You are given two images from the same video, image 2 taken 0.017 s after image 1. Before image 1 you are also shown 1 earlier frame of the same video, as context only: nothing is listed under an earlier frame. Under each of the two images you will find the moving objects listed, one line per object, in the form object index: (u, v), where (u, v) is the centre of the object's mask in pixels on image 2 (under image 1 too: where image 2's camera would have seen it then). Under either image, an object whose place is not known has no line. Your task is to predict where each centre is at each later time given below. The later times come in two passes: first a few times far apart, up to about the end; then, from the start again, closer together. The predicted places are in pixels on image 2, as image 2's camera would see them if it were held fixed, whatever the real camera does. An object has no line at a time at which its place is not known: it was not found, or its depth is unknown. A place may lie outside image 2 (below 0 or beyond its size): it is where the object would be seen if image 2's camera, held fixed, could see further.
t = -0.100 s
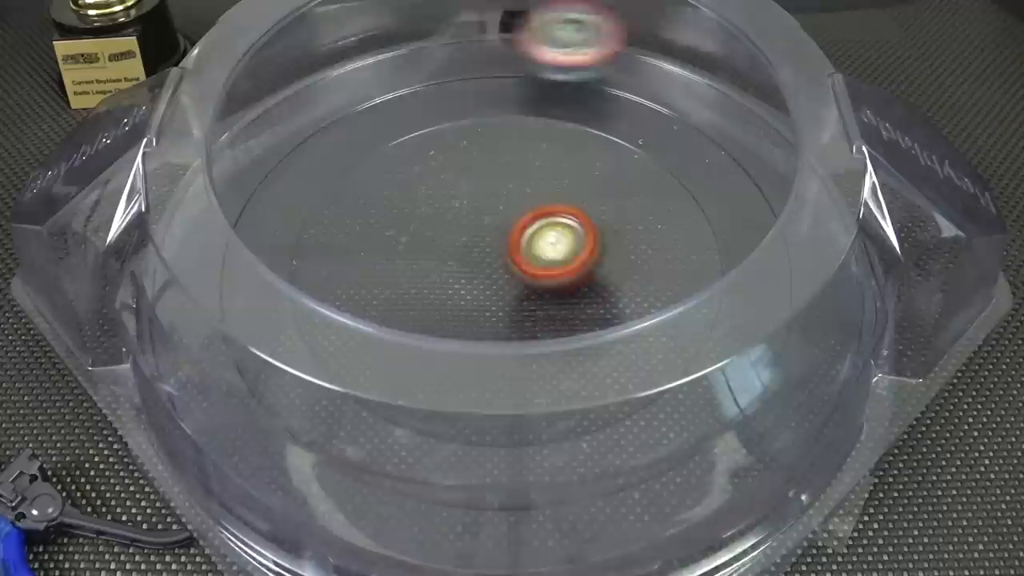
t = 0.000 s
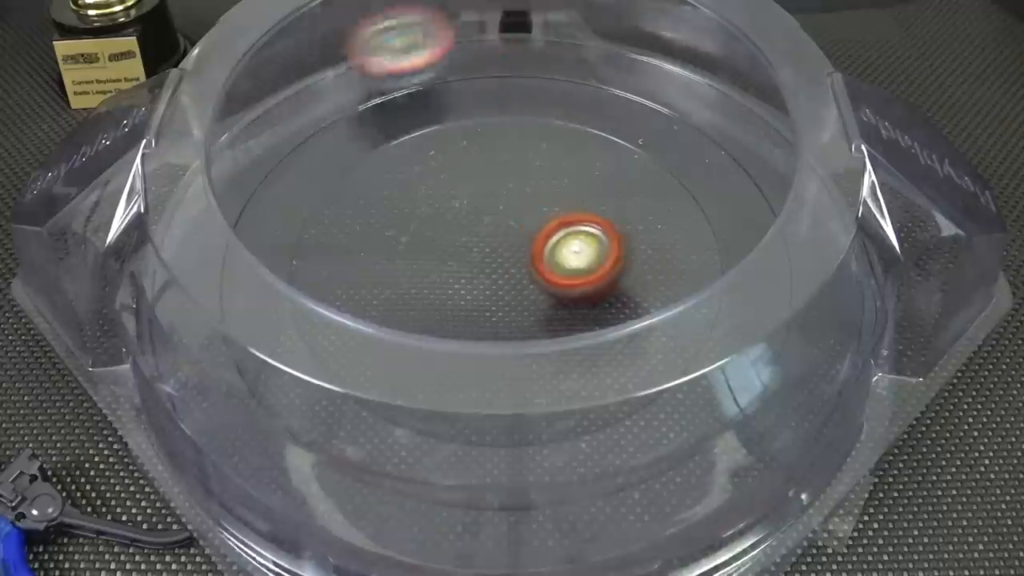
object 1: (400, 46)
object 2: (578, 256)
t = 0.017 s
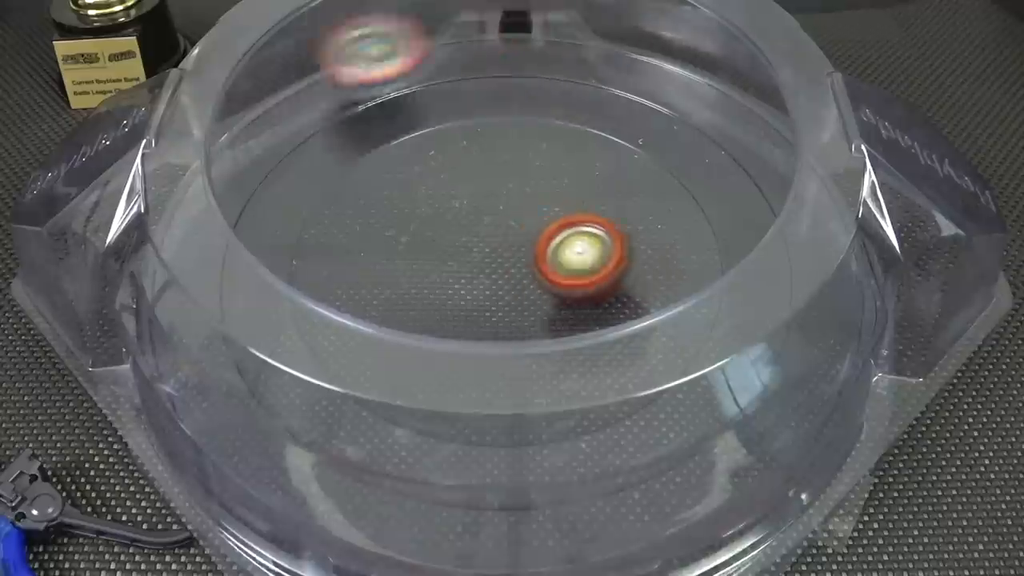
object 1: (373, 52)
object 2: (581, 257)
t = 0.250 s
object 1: (264, 394)
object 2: (584, 249)
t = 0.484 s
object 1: (807, 352)
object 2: (533, 263)
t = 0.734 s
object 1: (506, 34)
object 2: (516, 302)
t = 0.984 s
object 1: (204, 358)
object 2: (560, 295)
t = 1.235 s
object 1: (809, 333)
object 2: (488, 258)
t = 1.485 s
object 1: (510, 34)
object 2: (438, 289)
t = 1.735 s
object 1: (217, 242)
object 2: (511, 306)
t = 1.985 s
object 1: (503, 507)
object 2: (496, 219)
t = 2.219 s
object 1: (786, 384)
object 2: (401, 219)
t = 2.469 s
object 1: (760, 166)
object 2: (452, 296)
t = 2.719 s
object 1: (550, 56)
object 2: (568, 217)
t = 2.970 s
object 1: (343, 97)
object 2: (472, 155)
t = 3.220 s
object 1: (311, 154)
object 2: (412, 237)
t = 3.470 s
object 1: (402, 298)
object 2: (594, 290)
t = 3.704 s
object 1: (654, 273)
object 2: (612, 180)
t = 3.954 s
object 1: (632, 124)
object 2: (483, 162)
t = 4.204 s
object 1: (428, 177)
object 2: (471, 308)
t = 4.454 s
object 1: (458, 370)
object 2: (720, 264)
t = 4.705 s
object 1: (682, 329)
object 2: (752, 185)
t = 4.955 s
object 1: (565, 204)
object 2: (745, 144)
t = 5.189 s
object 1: (350, 192)
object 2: (666, 102)
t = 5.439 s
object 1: (280, 272)
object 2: (531, 119)
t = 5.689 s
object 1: (349, 356)
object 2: (380, 263)
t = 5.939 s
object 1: (608, 373)
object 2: (646, 259)
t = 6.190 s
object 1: (661, 205)
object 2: (583, 86)
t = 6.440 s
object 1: (486, 146)
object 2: (491, 32)
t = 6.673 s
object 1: (342, 253)
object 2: (408, 142)
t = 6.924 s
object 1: (341, 449)
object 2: (477, 297)
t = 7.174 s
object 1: (422, 494)
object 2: (617, 200)
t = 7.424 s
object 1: (505, 472)
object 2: (471, 163)
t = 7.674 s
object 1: (585, 375)
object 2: (481, 312)
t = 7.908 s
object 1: (717, 257)
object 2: (581, 249)
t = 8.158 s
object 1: (605, 177)
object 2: (434, 210)
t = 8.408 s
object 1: (450, 188)
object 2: (468, 314)
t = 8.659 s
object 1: (367, 275)
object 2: (600, 236)
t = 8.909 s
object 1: (464, 343)
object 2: (461, 163)
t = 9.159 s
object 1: (594, 276)
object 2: (411, 288)
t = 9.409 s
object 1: (574, 170)
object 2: (603, 290)
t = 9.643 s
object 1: (474, 169)
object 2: (589, 174)
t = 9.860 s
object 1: (398, 265)
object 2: (459, 172)
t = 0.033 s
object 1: (344, 62)
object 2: (583, 258)
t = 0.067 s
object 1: (290, 90)
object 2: (587, 258)
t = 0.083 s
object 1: (269, 110)
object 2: (589, 258)
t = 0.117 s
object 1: (244, 160)
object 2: (591, 258)
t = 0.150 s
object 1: (216, 212)
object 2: (591, 257)
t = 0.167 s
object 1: (205, 244)
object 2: (591, 257)
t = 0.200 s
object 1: (188, 312)
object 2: (589, 254)
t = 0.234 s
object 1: (237, 369)
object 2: (587, 252)
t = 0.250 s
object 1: (264, 394)
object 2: (584, 249)
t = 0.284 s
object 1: (323, 460)
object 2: (580, 248)
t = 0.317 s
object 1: (400, 495)
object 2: (574, 247)
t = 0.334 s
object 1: (454, 500)
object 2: (570, 247)
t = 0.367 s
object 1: (550, 499)
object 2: (563, 248)
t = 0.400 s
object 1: (649, 479)
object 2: (553, 250)
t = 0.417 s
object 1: (686, 464)
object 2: (549, 253)
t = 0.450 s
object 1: (762, 415)
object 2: (540, 257)
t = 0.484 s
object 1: (807, 352)
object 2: (533, 263)
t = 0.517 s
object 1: (804, 285)
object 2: (525, 270)
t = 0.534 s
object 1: (795, 253)
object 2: (522, 272)
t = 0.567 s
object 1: (780, 191)
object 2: (516, 281)
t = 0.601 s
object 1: (745, 133)
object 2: (512, 289)
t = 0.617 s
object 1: (730, 106)
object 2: (511, 292)
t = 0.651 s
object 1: (685, 63)
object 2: (510, 296)
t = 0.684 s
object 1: (610, 45)
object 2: (510, 300)
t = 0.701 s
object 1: (577, 38)
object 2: (512, 302)
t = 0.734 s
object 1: (506, 34)
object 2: (516, 302)
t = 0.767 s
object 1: (438, 37)
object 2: (522, 304)
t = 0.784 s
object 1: (402, 44)
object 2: (525, 304)
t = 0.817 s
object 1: (337, 62)
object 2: (532, 304)
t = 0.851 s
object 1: (280, 99)
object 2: (538, 303)
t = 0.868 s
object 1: (261, 124)
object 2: (540, 302)
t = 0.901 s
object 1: (236, 178)
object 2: (548, 302)
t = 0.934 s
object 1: (214, 241)
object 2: (553, 299)
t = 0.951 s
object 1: (207, 280)
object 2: (556, 298)
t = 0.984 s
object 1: (204, 358)
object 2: (560, 295)
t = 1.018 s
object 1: (258, 424)
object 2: (560, 291)
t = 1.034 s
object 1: (299, 455)
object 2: (559, 288)
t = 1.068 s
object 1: (396, 492)
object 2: (553, 280)
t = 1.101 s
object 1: (508, 507)
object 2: (544, 273)
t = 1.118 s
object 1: (564, 501)
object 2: (539, 270)
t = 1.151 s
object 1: (671, 478)
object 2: (526, 264)
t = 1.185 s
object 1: (749, 425)
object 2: (510, 260)
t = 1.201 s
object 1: (780, 401)
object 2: (503, 259)
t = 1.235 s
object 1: (809, 333)
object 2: (488, 258)
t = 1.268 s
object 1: (800, 261)
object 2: (474, 258)
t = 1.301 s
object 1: (785, 199)
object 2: (461, 259)
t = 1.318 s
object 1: (771, 168)
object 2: (454, 260)
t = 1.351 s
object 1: (739, 117)
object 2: (447, 263)
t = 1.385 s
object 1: (705, 72)
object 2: (441, 269)
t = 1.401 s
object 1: (672, 60)
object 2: (439, 271)
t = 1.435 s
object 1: (603, 43)
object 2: (437, 278)
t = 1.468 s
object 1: (541, 34)
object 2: (438, 286)
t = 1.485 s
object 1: (510, 34)
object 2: (438, 289)
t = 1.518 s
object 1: (449, 35)
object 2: (443, 296)
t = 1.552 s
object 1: (391, 49)
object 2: (450, 300)
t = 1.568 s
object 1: (363, 52)
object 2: (453, 302)
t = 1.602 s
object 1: (309, 78)
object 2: (463, 307)
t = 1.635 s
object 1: (268, 112)
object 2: (475, 308)
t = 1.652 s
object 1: (260, 132)
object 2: (482, 309)
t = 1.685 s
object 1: (250, 171)
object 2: (494, 309)
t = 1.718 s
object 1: (223, 216)
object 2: (506, 308)
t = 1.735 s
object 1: (217, 242)
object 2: (511, 306)
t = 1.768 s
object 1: (218, 297)
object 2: (523, 300)
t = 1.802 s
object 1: (233, 344)
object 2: (530, 291)
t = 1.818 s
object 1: (243, 370)
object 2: (533, 286)
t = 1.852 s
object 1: (267, 428)
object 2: (533, 272)
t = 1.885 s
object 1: (311, 458)
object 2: (528, 257)
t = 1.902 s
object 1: (348, 467)
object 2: (526, 250)
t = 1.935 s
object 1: (413, 484)
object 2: (517, 236)
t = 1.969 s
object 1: (473, 500)
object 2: (504, 224)
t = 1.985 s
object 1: (503, 507)
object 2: (496, 219)
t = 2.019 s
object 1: (558, 501)
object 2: (481, 210)
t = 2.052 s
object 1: (611, 490)
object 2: (466, 204)
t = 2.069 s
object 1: (634, 485)
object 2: (458, 203)
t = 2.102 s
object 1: (677, 467)
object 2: (444, 202)
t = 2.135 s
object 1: (717, 448)
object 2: (429, 204)
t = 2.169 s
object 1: (750, 423)
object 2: (418, 208)
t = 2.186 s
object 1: (763, 411)
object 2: (411, 211)
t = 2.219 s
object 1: (786, 384)
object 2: (401, 219)
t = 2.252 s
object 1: (805, 356)
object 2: (393, 230)
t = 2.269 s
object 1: (805, 339)
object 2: (390, 236)
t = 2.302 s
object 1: (798, 302)
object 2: (389, 248)
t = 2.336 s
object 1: (787, 276)
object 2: (391, 260)
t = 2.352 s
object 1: (784, 258)
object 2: (394, 266)
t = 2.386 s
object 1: (776, 227)
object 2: (405, 278)
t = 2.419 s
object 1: (769, 201)
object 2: (421, 287)
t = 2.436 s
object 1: (766, 190)
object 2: (430, 291)
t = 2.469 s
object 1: (760, 166)
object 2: (452, 296)
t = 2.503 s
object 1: (746, 141)
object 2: (475, 298)
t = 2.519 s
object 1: (739, 129)
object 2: (488, 297)
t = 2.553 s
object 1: (711, 114)
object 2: (511, 294)
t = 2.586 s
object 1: (682, 97)
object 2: (532, 282)
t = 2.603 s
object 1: (665, 88)
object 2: (541, 275)
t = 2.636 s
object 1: (635, 72)
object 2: (555, 259)
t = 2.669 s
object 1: (600, 65)
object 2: (564, 242)
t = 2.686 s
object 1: (584, 61)
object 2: (567, 234)
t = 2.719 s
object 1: (550, 56)
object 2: (568, 217)
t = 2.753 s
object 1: (516, 55)
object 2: (564, 203)
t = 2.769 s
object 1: (498, 54)
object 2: (560, 196)
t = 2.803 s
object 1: (467, 58)
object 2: (549, 185)
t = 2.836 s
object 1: (435, 63)
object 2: (536, 175)
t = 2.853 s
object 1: (421, 66)
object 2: (528, 170)
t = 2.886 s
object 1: (394, 75)
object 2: (513, 163)
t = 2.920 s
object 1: (371, 83)
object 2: (497, 158)
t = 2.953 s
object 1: (350, 92)
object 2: (480, 155)
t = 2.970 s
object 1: (343, 97)
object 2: (472, 155)
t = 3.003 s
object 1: (328, 105)
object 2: (456, 156)
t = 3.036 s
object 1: (321, 112)
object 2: (442, 160)
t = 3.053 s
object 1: (318, 116)
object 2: (436, 163)
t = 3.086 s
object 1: (313, 122)
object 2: (424, 171)
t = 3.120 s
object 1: (311, 130)
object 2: (415, 183)
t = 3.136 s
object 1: (310, 133)
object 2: (412, 188)
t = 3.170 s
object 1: (309, 141)
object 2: (407, 205)
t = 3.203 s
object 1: (310, 150)
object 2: (410, 226)
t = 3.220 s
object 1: (311, 154)
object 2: (412, 237)
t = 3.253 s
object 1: (313, 164)
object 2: (425, 258)
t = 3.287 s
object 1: (316, 175)
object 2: (445, 281)
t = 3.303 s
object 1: (320, 184)
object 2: (457, 286)
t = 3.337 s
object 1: (327, 203)
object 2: (485, 299)
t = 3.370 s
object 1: (338, 226)
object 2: (515, 303)
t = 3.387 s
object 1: (343, 239)
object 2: (530, 302)
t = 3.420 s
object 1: (361, 264)
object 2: (559, 300)
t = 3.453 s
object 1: (388, 285)
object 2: (584, 294)
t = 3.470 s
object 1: (402, 298)
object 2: (594, 290)
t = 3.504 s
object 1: (436, 317)
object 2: (611, 279)
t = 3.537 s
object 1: (477, 329)
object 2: (623, 264)
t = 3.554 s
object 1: (496, 331)
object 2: (627, 256)
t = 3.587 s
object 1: (539, 330)
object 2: (632, 238)
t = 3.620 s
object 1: (577, 321)
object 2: (631, 221)
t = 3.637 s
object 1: (595, 315)
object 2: (630, 213)
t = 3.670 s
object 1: (628, 296)
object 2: (622, 195)
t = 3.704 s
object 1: (654, 273)
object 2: (612, 180)
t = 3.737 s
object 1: (673, 252)
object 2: (599, 168)
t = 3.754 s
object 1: (681, 240)
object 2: (592, 163)
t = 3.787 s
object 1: (691, 217)
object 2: (577, 155)
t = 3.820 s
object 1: (693, 193)
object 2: (560, 150)
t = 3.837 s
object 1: (691, 183)
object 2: (551, 148)
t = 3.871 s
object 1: (682, 162)
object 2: (533, 147)
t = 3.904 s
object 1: (664, 144)
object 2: (513, 152)
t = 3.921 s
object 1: (654, 136)
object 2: (504, 154)
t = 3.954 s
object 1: (632, 124)
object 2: (483, 162)
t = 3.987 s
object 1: (606, 116)
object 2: (465, 177)
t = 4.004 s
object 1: (590, 114)
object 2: (456, 186)
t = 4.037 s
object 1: (562, 113)
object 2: (442, 206)
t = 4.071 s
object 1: (534, 118)
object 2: (435, 228)
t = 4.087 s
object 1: (520, 121)
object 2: (432, 241)
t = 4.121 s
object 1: (492, 132)
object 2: (433, 264)
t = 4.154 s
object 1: (465, 147)
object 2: (444, 289)
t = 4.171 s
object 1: (451, 157)
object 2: (450, 296)
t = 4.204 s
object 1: (428, 177)
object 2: (471, 308)
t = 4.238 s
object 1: (409, 203)
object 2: (500, 317)
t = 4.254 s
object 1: (402, 217)
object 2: (516, 319)
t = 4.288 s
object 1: (392, 245)
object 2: (554, 338)
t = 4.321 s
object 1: (390, 274)
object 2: (595, 336)
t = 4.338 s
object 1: (392, 284)
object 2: (614, 334)
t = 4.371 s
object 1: (403, 315)
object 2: (652, 322)
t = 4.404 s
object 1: (420, 338)
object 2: (686, 303)
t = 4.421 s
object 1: (432, 347)
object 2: (700, 293)
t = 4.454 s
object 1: (458, 370)
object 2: (720, 264)
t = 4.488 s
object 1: (491, 385)
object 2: (732, 240)
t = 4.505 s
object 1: (510, 390)
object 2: (731, 228)
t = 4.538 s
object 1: (545, 396)
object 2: (741, 213)
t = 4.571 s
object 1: (579, 397)
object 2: (748, 201)
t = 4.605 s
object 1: (613, 383)
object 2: (751, 191)
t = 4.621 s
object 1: (630, 377)
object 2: (752, 189)
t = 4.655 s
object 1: (656, 362)
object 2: (753, 186)
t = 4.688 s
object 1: (673, 342)
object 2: (753, 185)
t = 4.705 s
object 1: (682, 329)
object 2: (752, 185)
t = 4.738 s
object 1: (691, 308)
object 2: (751, 185)
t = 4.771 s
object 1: (692, 285)
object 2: (748, 185)
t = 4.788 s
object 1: (690, 275)
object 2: (747, 185)
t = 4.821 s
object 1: (676, 255)
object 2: (746, 181)
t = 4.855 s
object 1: (653, 246)
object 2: (752, 172)
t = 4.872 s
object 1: (637, 239)
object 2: (754, 169)
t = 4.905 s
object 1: (608, 224)
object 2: (756, 155)
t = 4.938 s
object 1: (580, 210)
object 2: (751, 146)
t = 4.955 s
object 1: (565, 204)
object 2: (745, 144)
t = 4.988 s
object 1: (533, 194)
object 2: (728, 138)
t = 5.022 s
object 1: (502, 186)
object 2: (714, 129)
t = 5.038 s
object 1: (486, 184)
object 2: (709, 124)
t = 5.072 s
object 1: (453, 181)
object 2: (700, 119)
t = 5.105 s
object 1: (422, 181)
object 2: (691, 112)
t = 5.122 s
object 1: (408, 182)
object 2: (687, 109)
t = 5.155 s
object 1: (379, 186)
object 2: (677, 105)
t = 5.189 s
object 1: (350, 192)
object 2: (666, 102)
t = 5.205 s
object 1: (339, 196)
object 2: (661, 101)
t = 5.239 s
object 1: (318, 206)
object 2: (648, 99)
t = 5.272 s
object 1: (302, 218)
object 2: (635, 97)
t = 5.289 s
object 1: (296, 225)
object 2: (627, 98)
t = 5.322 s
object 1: (290, 239)
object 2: (613, 98)
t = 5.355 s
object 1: (284, 253)
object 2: (596, 101)
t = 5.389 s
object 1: (281, 264)
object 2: (574, 107)
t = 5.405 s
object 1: (280, 268)
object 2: (561, 111)
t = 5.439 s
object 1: (280, 272)
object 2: (531, 119)
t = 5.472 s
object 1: (280, 275)
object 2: (496, 128)
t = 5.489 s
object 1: (281, 276)
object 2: (478, 134)
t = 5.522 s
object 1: (285, 279)
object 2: (440, 152)
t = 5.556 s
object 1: (291, 283)
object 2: (407, 174)
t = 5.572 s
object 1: (295, 287)
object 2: (393, 190)
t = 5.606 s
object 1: (311, 296)
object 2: (371, 217)
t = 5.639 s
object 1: (321, 318)
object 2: (366, 236)
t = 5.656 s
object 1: (327, 331)
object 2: (368, 245)
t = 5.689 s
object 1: (349, 356)
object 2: (380, 263)
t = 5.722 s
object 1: (380, 376)
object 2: (401, 284)
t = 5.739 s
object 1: (398, 382)
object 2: (416, 293)
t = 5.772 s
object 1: (435, 395)
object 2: (453, 307)
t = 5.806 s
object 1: (472, 405)
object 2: (496, 311)
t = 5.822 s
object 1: (490, 406)
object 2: (518, 311)
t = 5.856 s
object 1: (525, 405)
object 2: (563, 305)
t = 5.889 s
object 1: (561, 396)
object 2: (601, 291)
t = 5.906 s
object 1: (577, 389)
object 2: (618, 282)
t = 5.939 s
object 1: (608, 373)
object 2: (646, 259)
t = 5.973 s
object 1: (635, 354)
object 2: (662, 233)
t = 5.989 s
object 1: (646, 343)
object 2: (667, 219)
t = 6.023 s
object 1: (661, 320)
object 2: (668, 191)
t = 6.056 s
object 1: (671, 297)
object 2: (662, 164)
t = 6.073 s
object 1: (675, 285)
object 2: (657, 152)
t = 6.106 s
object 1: (677, 261)
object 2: (641, 129)
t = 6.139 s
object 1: (675, 239)
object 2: (618, 109)
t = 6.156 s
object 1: (671, 228)
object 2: (605, 100)
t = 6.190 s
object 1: (661, 205)
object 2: (583, 86)
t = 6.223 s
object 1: (646, 185)
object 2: (565, 76)
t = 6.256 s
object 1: (628, 167)
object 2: (553, 66)
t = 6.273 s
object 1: (617, 158)
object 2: (548, 62)
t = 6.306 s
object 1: (596, 144)
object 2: (541, 56)
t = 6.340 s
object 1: (572, 132)
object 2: (531, 52)
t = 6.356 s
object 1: (560, 127)
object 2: (524, 51)
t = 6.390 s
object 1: (531, 129)
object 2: (511, 46)
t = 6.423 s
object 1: (500, 141)
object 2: (496, 37)
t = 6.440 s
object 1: (486, 146)
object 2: (491, 32)
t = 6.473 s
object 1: (456, 159)
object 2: (478, 34)
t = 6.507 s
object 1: (431, 171)
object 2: (464, 48)
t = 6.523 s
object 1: (419, 177)
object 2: (458, 56)
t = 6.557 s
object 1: (397, 192)
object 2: (447, 73)
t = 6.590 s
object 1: (378, 207)
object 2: (436, 88)
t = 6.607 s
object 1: (368, 216)
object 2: (432, 96)
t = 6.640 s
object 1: (353, 234)
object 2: (420, 119)
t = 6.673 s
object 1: (342, 253)
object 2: (408, 142)
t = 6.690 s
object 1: (339, 260)
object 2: (400, 155)
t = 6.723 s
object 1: (335, 281)
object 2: (384, 187)
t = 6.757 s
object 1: (336, 302)
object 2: (374, 216)
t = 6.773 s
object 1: (337, 314)
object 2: (372, 230)
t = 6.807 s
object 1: (331, 349)
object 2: (384, 247)
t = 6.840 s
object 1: (330, 386)
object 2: (404, 261)
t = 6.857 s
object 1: (332, 402)
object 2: (417, 270)
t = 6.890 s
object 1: (330, 434)
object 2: (445, 288)
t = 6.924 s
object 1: (341, 449)
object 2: (477, 297)
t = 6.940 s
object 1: (347, 459)
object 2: (494, 298)
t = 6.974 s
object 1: (353, 474)
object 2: (524, 299)
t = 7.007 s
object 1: (360, 483)
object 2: (555, 293)
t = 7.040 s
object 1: (375, 482)
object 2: (578, 281)
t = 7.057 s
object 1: (387, 484)
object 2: (589, 271)
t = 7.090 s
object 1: (397, 487)
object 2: (604, 253)
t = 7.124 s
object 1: (406, 490)
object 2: (614, 231)
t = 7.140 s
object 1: (412, 490)
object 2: (616, 221)
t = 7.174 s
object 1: (422, 494)
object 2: (617, 200)
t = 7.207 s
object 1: (433, 494)
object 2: (611, 181)
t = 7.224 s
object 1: (437, 495)
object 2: (607, 172)
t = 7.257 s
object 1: (447, 495)
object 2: (592, 156)
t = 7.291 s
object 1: (459, 491)
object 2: (571, 144)
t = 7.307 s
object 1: (462, 491)
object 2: (560, 140)
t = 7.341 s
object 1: (475, 486)
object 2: (533, 137)
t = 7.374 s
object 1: (484, 481)
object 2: (507, 141)
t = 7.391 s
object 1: (489, 479)
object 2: (494, 145)
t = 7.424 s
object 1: (505, 472)
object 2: (471, 163)
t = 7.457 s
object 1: (521, 463)
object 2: (451, 179)
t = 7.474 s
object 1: (530, 457)
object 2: (444, 193)
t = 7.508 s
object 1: (542, 444)
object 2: (432, 216)
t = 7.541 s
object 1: (550, 429)
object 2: (428, 241)
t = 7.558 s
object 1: (553, 425)
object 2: (427, 255)
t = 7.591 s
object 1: (560, 411)
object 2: (435, 281)
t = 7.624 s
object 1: (569, 401)
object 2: (450, 298)
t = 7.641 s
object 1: (575, 395)
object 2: (459, 304)
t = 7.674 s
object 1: (585, 375)
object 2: (481, 312)
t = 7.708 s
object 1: (605, 362)
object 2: (500, 314)
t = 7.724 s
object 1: (620, 350)
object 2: (508, 313)
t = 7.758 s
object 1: (654, 346)
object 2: (526, 308)
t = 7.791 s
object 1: (690, 328)
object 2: (543, 303)
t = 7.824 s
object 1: (712, 307)
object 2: (562, 295)
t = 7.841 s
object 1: (718, 297)
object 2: (570, 289)
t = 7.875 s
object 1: (723, 275)
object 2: (579, 269)
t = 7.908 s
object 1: (717, 257)
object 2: (581, 249)
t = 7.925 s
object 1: (713, 247)
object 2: (578, 239)
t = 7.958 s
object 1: (701, 234)
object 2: (567, 221)
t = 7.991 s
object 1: (688, 222)
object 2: (551, 209)
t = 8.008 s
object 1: (681, 216)
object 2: (541, 203)
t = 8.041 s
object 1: (666, 205)
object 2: (517, 196)
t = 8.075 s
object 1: (650, 195)
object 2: (493, 195)
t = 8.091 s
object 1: (642, 190)
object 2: (479, 197)
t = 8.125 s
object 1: (623, 182)
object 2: (456, 202)
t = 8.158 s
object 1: (605, 177)
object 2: (434, 210)
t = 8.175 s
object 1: (594, 175)
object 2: (426, 217)
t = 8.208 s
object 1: (577, 171)
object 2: (411, 232)
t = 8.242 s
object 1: (554, 171)
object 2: (401, 251)
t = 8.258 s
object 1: (544, 170)
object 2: (400, 259)
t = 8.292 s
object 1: (522, 171)
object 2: (402, 280)
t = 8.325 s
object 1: (502, 174)
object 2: (412, 293)
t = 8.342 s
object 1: (491, 175)
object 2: (421, 298)
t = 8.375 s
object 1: (470, 181)
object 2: (442, 308)
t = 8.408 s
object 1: (450, 188)
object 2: (468, 314)
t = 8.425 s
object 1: (440, 193)
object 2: (481, 316)
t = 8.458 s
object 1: (425, 202)
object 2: (510, 317)
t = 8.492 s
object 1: (408, 213)
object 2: (537, 313)
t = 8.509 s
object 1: (402, 218)
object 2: (551, 310)
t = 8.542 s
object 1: (387, 229)
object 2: (573, 299)
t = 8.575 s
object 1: (379, 243)
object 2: (590, 286)
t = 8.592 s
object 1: (374, 249)
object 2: (597, 278)
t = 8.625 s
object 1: (369, 263)
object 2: (603, 256)
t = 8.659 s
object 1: (367, 275)
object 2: (600, 236)
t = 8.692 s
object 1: (371, 285)
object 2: (593, 217)
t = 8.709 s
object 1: (372, 296)
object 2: (586, 207)
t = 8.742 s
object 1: (379, 310)
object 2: (571, 192)
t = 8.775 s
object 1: (389, 320)
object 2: (554, 179)
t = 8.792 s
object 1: (397, 326)
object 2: (542, 172)
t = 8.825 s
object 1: (412, 333)
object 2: (520, 166)
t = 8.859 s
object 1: (434, 340)
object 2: (495, 161)
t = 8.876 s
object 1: (443, 341)
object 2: (483, 161)
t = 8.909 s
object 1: (464, 343)
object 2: (461, 163)
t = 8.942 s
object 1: (488, 342)
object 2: (437, 170)
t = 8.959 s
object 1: (499, 341)
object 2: (426, 178)
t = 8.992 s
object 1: (520, 335)
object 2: (410, 190)
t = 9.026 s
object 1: (539, 327)
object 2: (397, 207)
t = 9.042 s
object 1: (548, 321)
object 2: (391, 216)
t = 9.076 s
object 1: (565, 309)
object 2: (387, 237)
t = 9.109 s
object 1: (577, 293)
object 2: (390, 259)
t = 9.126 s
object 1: (584, 289)
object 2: (394, 271)
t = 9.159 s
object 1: (594, 276)
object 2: (411, 288)
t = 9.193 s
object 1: (601, 260)
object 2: (430, 301)
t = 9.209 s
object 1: (603, 253)
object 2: (443, 306)
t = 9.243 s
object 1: (604, 236)
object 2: (472, 313)
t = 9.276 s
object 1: (604, 221)
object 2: (500, 315)
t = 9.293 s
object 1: (602, 213)
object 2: (514, 315)
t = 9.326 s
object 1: (598, 200)
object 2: (544, 313)
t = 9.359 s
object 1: (589, 187)
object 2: (570, 306)
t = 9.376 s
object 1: (586, 181)
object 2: (582, 301)
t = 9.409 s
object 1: (574, 170)
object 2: (603, 290)
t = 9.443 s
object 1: (563, 162)
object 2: (618, 277)
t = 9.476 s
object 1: (548, 157)
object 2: (627, 257)
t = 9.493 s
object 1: (541, 155)
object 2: (630, 248)
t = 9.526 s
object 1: (526, 154)
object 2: (630, 228)
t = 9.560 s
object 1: (511, 154)
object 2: (625, 210)
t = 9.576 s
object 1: (503, 155)
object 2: (621, 202)
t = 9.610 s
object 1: (488, 160)
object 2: (608, 187)
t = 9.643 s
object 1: (474, 169)
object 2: (589, 174)
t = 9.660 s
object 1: (467, 173)
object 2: (578, 169)
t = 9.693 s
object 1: (454, 186)
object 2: (556, 161)
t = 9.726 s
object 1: (438, 198)
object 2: (535, 157)
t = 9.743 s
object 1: (433, 205)
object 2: (524, 156)
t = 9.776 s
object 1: (422, 219)
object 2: (503, 156)
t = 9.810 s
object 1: (415, 234)
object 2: (479, 163)
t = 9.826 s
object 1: (408, 244)
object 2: (471, 168)
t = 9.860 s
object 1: (398, 265)
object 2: (459, 172)
